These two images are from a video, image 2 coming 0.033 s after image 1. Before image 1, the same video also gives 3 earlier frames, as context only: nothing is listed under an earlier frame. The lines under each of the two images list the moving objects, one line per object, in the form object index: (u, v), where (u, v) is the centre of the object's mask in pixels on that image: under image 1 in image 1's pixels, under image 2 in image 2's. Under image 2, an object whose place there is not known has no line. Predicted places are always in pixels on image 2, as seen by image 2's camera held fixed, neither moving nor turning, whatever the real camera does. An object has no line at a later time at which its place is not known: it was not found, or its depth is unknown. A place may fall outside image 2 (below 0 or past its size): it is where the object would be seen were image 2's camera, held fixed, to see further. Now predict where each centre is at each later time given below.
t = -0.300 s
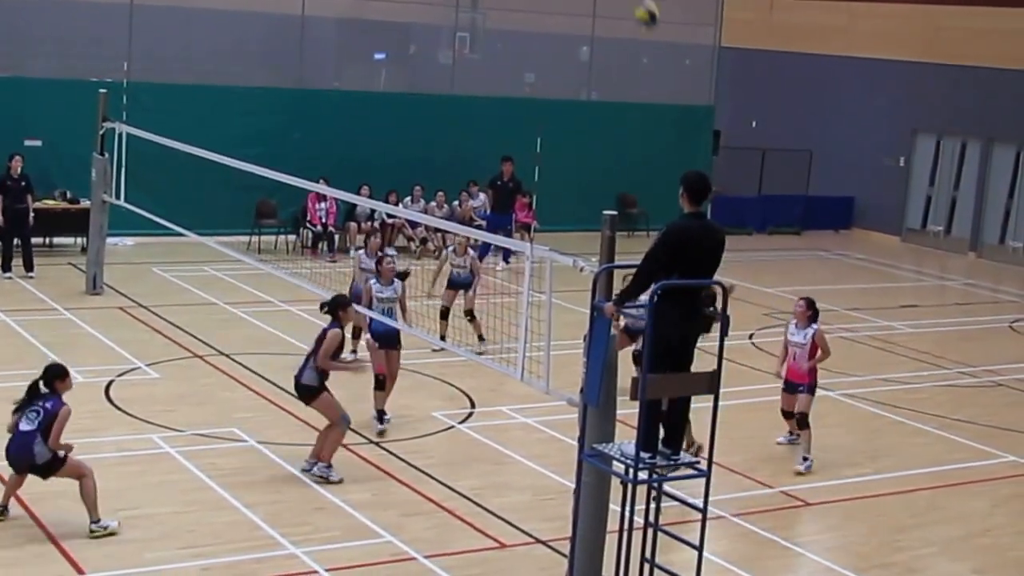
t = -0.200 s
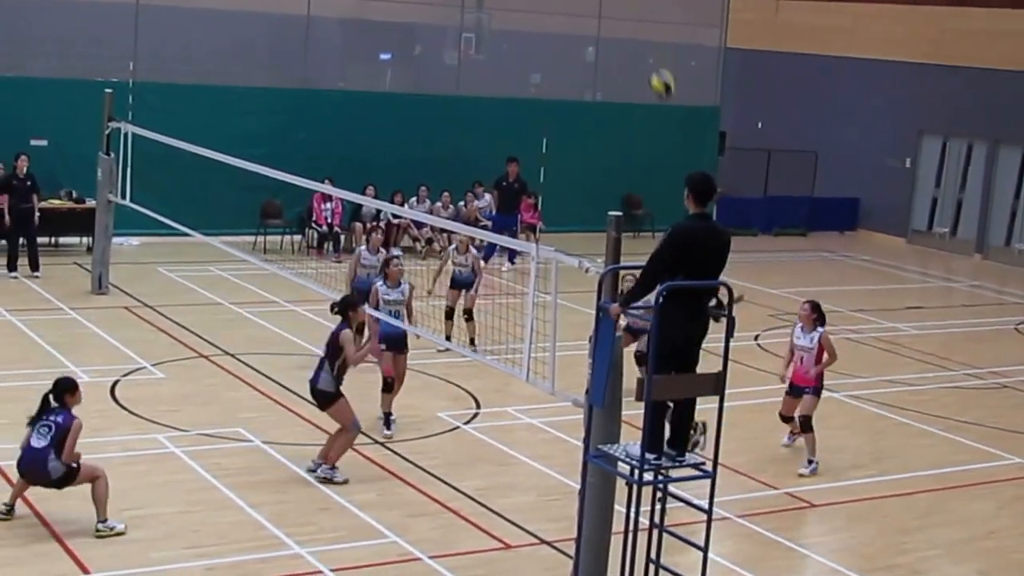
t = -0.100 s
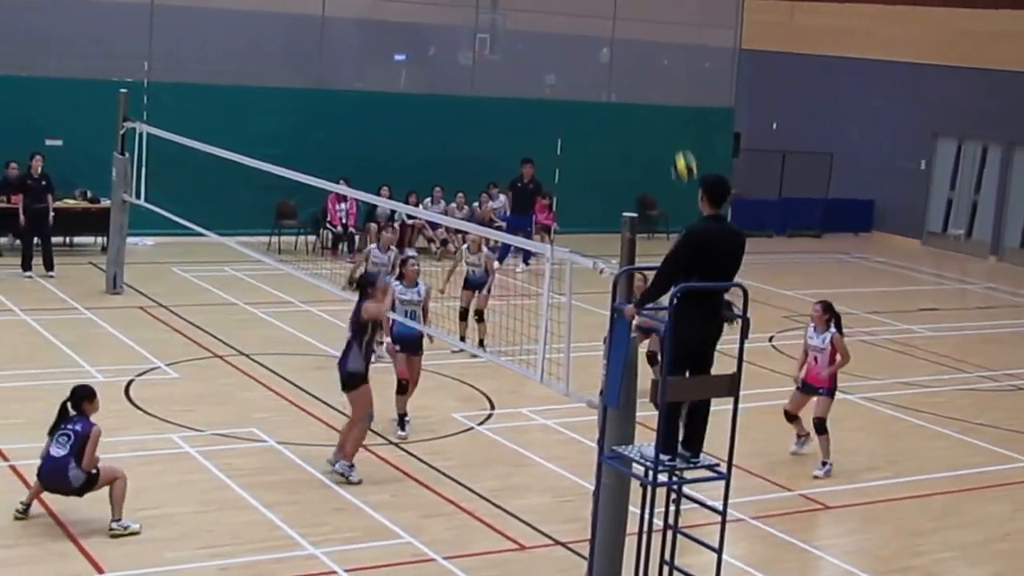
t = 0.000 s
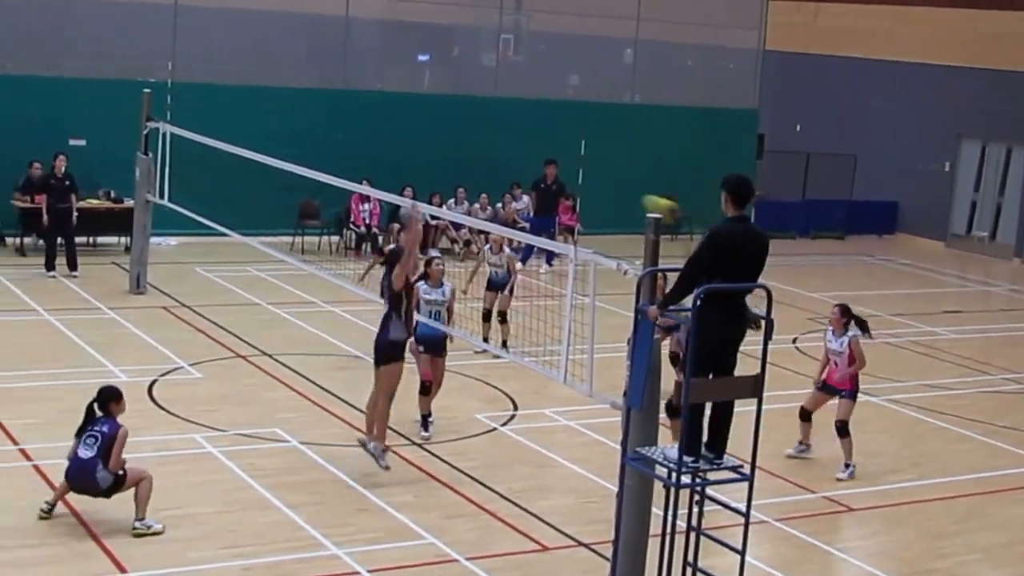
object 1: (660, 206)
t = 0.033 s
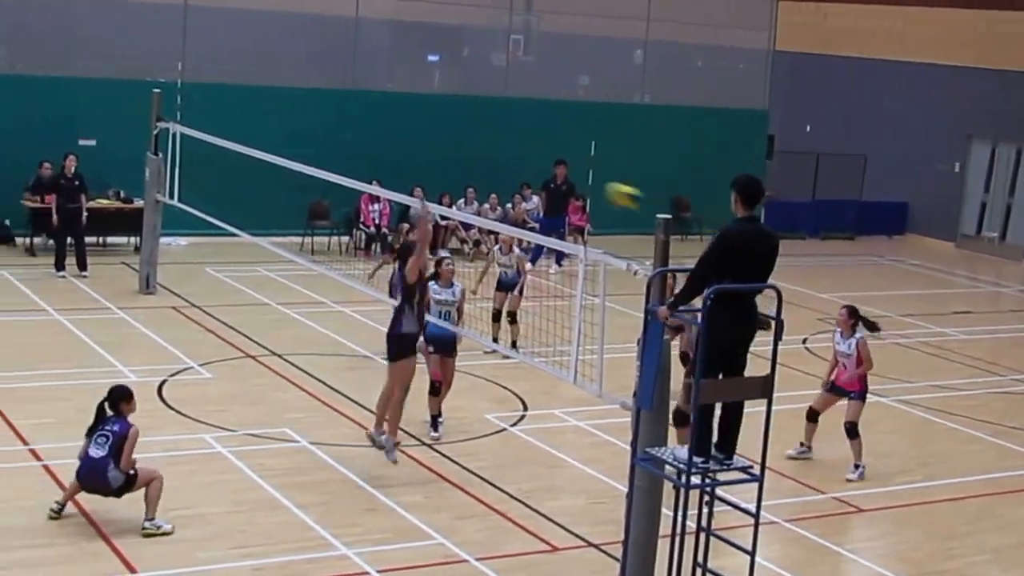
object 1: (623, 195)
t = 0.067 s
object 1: (579, 184)
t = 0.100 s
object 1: (534, 172)
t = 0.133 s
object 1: (485, 163)
